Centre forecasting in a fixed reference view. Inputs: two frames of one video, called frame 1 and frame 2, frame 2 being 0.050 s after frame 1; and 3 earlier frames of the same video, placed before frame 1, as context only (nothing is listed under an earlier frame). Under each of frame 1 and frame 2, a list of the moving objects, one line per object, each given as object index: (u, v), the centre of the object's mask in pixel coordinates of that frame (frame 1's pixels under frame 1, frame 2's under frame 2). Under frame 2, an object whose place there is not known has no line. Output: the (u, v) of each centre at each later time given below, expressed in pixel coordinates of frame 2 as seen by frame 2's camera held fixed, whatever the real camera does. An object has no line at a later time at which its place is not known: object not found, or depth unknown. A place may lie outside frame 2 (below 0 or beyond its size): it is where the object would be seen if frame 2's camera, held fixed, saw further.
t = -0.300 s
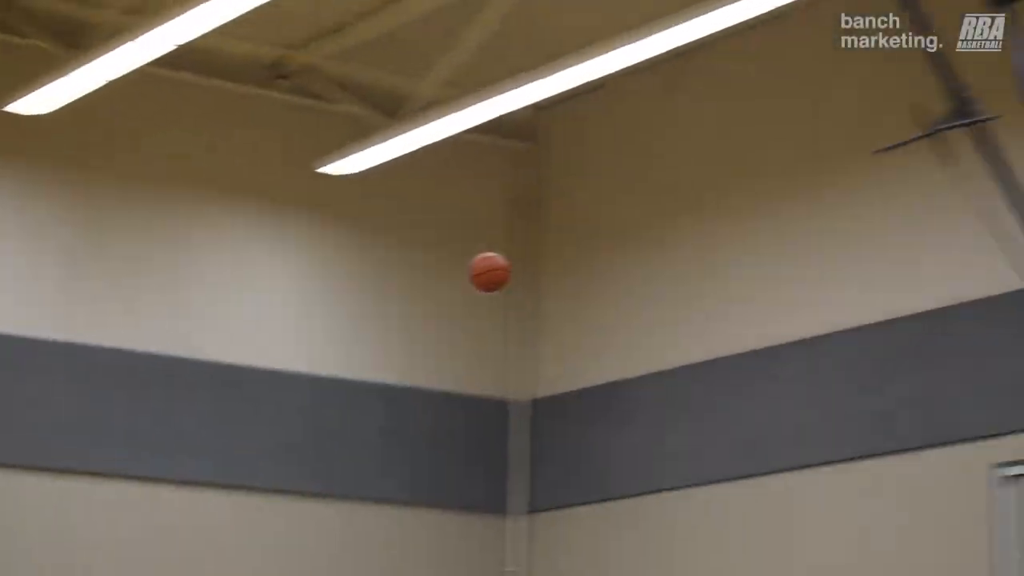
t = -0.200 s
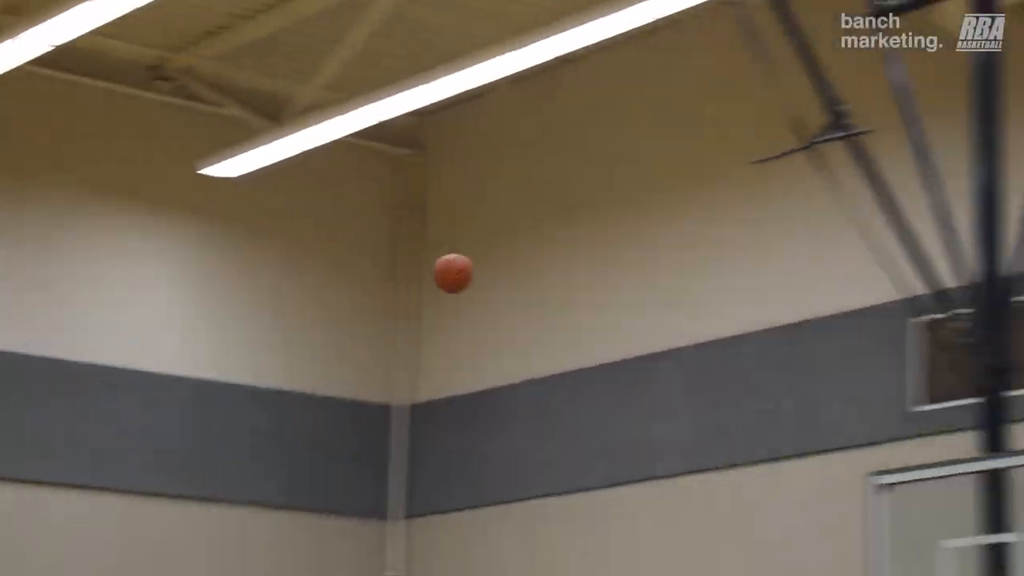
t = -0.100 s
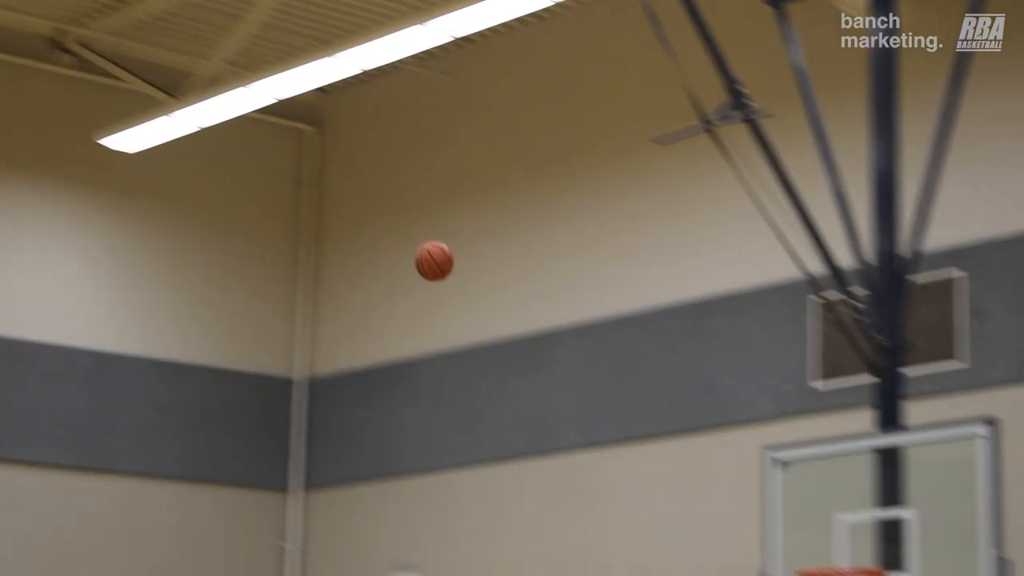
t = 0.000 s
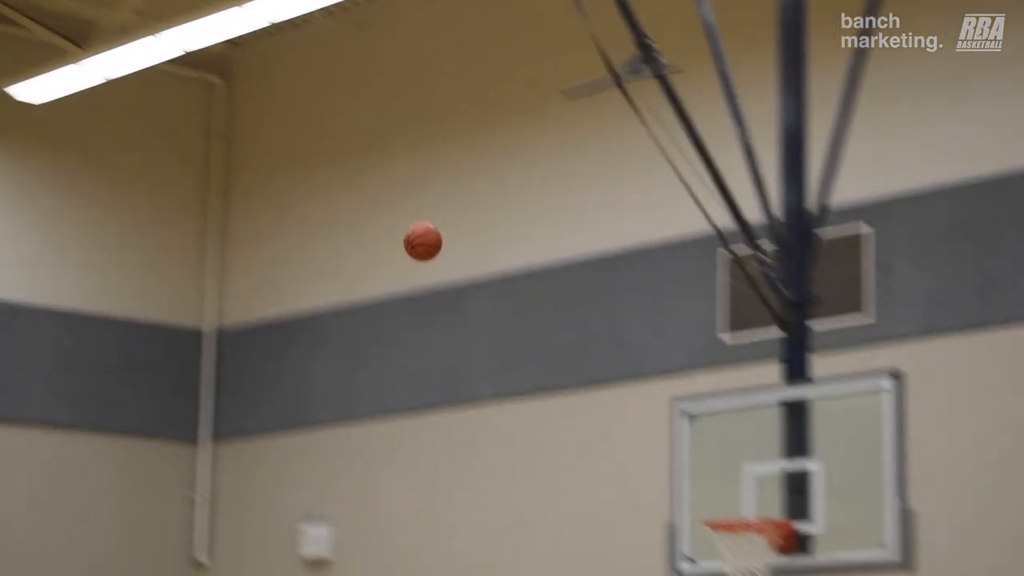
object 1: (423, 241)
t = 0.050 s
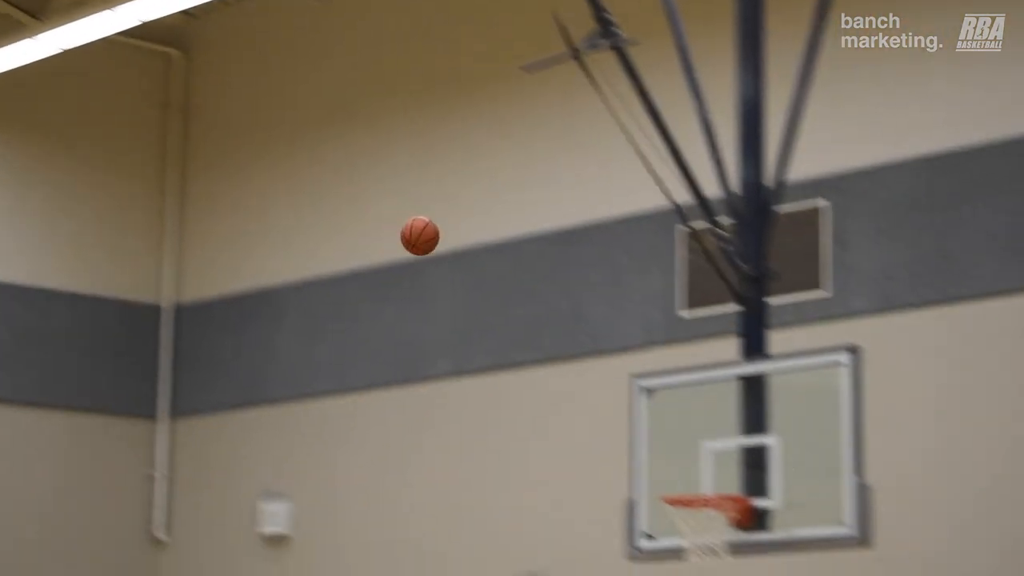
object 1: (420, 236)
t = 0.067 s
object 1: (432, 243)
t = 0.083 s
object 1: (445, 252)
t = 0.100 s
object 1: (457, 260)
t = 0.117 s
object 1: (469, 268)
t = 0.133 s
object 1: (482, 277)
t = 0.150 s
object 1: (494, 286)
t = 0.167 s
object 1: (506, 296)
